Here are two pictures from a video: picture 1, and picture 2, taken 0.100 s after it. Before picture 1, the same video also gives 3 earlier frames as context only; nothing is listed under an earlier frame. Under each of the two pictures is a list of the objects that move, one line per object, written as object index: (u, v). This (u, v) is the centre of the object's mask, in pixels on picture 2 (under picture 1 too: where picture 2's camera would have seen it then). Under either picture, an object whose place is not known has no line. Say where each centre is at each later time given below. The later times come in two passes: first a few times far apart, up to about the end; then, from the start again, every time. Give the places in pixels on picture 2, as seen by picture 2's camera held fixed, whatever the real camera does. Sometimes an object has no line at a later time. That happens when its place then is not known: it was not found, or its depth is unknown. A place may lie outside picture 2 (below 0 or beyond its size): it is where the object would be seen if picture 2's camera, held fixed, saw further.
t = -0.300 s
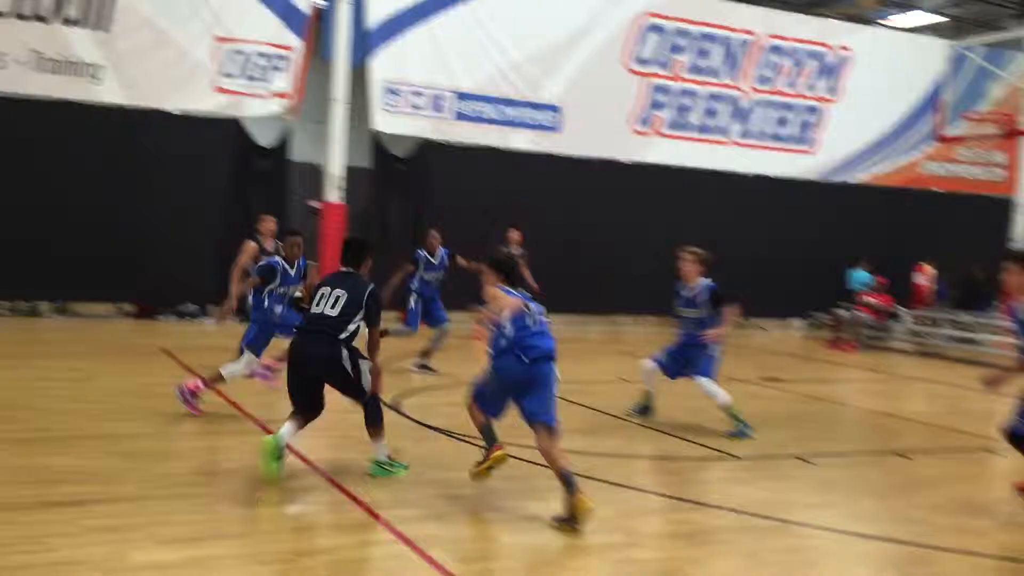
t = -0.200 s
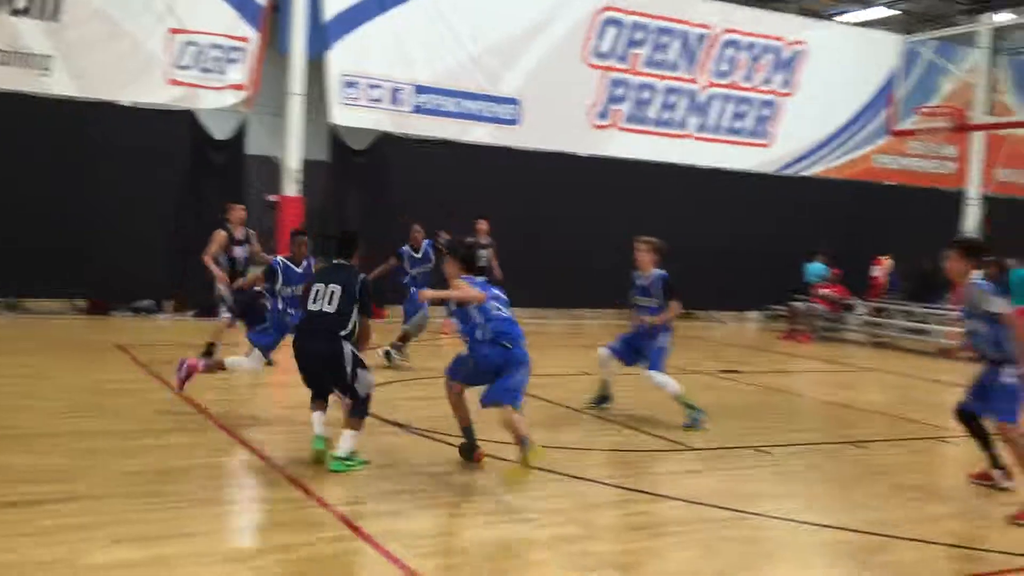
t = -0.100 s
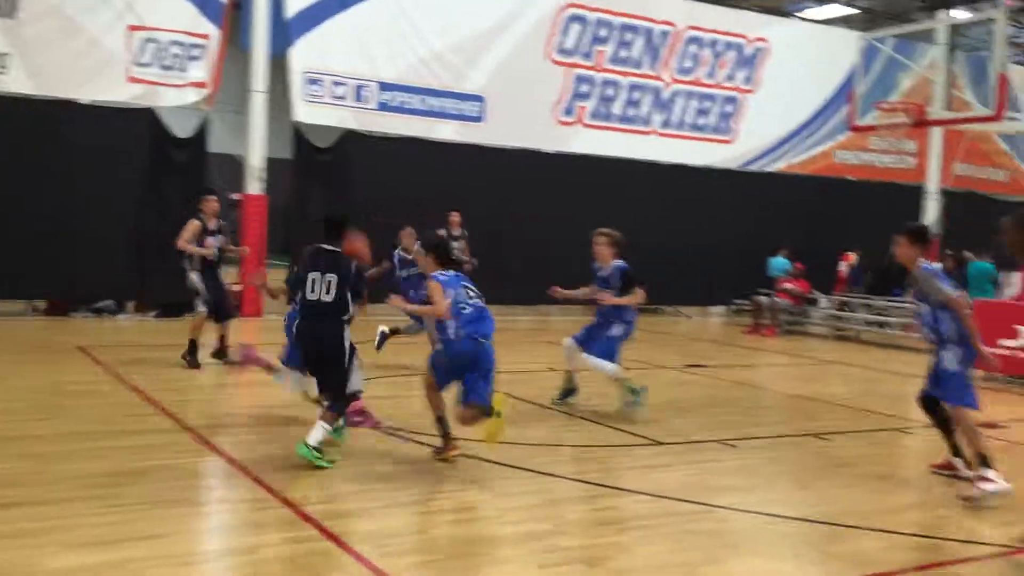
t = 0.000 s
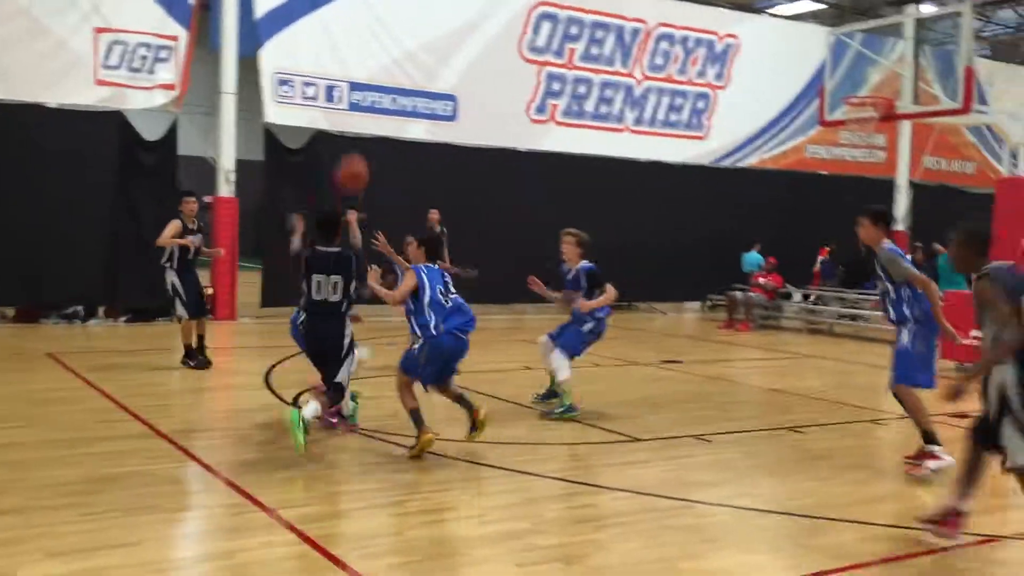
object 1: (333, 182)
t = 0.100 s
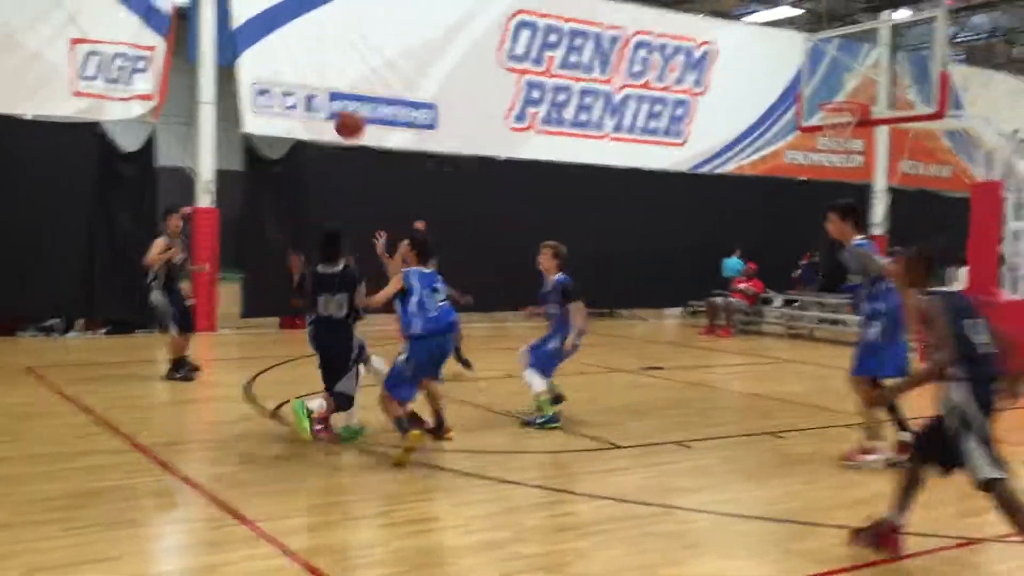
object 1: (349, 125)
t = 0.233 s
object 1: (368, 77)
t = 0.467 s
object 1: (391, 52)
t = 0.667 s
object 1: (406, 70)
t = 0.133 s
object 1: (354, 111)
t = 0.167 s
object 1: (359, 97)
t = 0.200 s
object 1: (364, 87)
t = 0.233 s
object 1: (368, 77)
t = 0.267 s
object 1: (372, 70)
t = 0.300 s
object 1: (376, 64)
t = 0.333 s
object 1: (379, 59)
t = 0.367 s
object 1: (382, 56)
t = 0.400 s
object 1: (385, 54)
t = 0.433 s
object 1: (388, 53)
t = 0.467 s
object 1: (391, 52)
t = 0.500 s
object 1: (393, 53)
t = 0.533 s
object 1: (397, 54)
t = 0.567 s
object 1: (399, 57)
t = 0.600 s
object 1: (401, 61)
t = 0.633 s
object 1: (404, 65)
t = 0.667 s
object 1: (406, 70)
